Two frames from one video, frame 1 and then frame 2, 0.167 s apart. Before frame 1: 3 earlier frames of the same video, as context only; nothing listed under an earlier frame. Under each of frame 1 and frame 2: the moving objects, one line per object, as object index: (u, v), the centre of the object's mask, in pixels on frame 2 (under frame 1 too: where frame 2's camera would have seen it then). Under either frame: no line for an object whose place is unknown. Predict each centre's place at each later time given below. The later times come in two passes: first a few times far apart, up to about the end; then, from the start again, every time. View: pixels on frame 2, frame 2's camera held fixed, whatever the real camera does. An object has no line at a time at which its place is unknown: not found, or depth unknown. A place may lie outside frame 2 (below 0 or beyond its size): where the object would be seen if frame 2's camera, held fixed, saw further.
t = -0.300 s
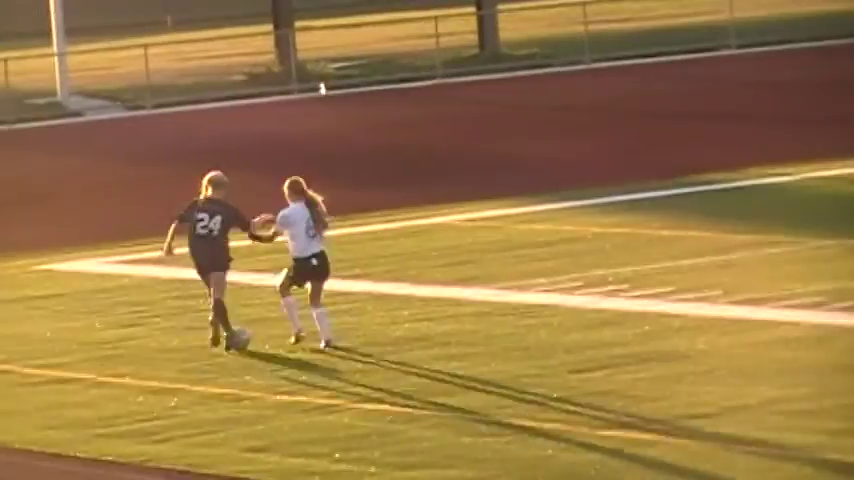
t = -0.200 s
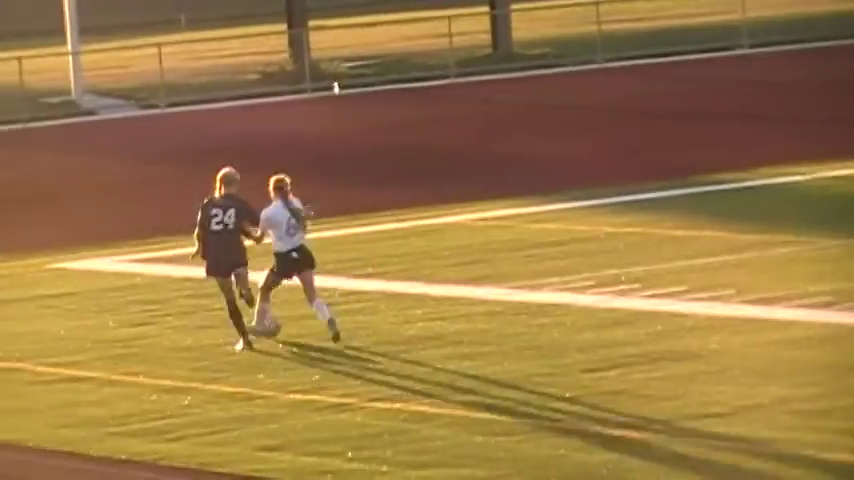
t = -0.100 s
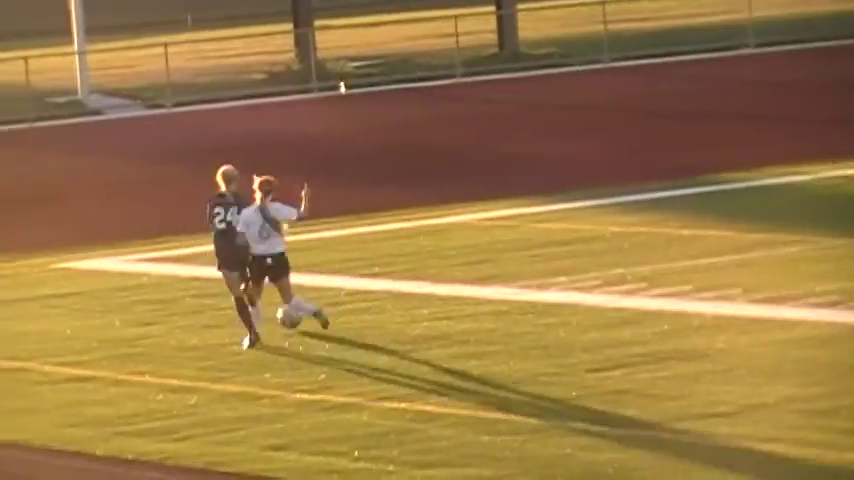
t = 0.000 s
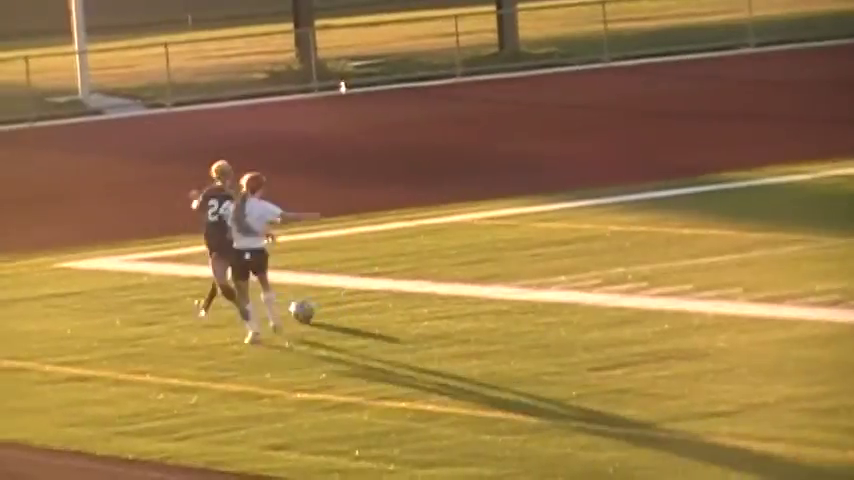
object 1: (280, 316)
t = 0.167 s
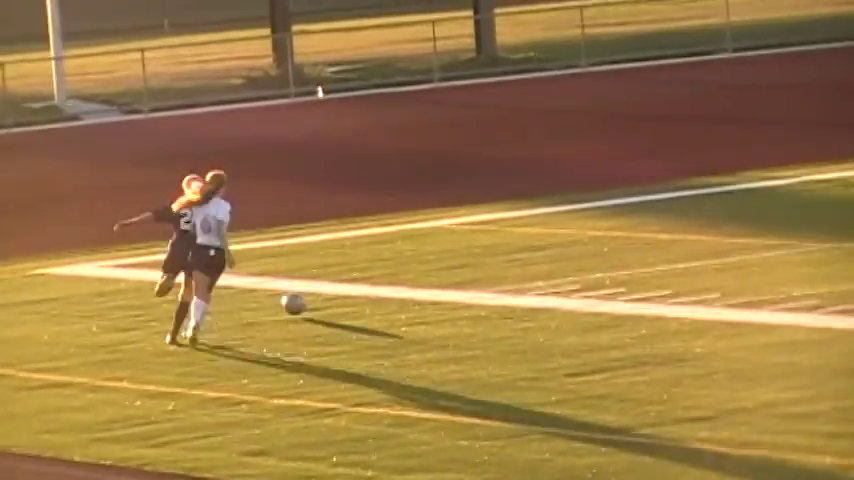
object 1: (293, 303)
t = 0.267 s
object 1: (300, 301)
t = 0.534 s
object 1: (309, 287)
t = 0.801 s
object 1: (315, 277)
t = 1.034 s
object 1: (320, 270)
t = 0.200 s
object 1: (295, 301)
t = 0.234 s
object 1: (297, 301)
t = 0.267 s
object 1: (300, 301)
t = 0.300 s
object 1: (301, 298)
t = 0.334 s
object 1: (302, 295)
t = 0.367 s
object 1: (303, 294)
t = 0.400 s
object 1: (305, 294)
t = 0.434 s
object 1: (306, 292)
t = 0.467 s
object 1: (307, 291)
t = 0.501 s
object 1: (310, 290)
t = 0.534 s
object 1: (309, 287)
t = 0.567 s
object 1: (309, 285)
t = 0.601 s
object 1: (310, 284)
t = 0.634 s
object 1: (311, 285)
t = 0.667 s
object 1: (312, 281)
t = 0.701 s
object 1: (313, 279)
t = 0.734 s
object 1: (313, 279)
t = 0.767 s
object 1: (315, 278)
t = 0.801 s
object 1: (315, 277)
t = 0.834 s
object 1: (316, 276)
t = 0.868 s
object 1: (317, 275)
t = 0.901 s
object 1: (317, 274)
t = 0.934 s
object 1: (318, 271)
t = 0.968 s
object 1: (318, 271)
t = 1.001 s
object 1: (319, 270)
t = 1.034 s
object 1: (320, 270)
